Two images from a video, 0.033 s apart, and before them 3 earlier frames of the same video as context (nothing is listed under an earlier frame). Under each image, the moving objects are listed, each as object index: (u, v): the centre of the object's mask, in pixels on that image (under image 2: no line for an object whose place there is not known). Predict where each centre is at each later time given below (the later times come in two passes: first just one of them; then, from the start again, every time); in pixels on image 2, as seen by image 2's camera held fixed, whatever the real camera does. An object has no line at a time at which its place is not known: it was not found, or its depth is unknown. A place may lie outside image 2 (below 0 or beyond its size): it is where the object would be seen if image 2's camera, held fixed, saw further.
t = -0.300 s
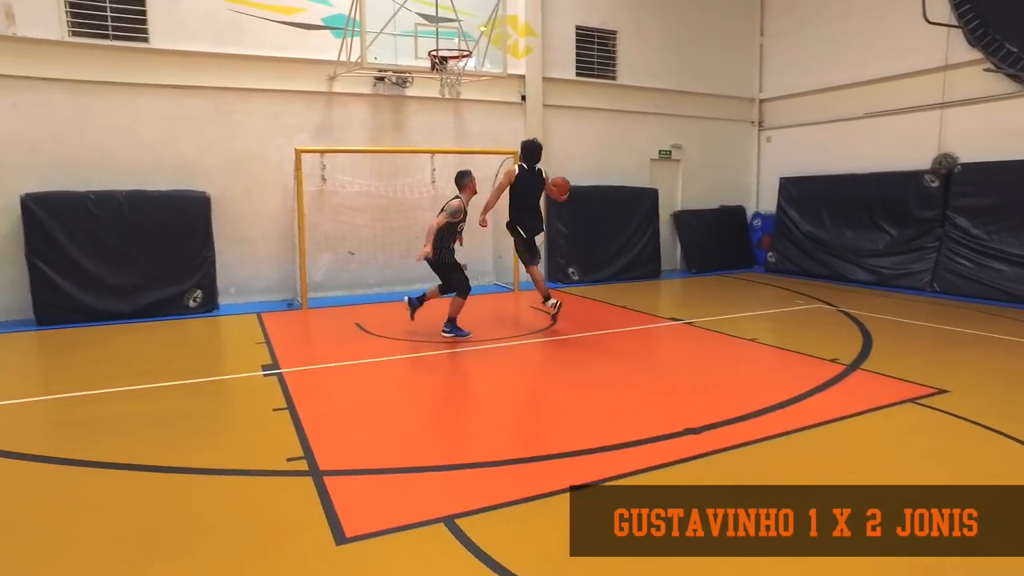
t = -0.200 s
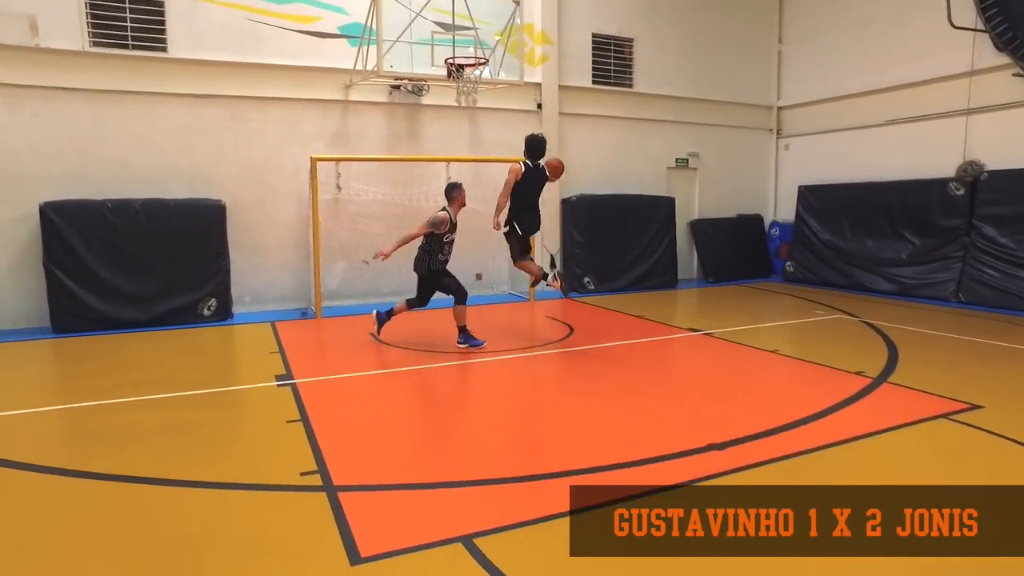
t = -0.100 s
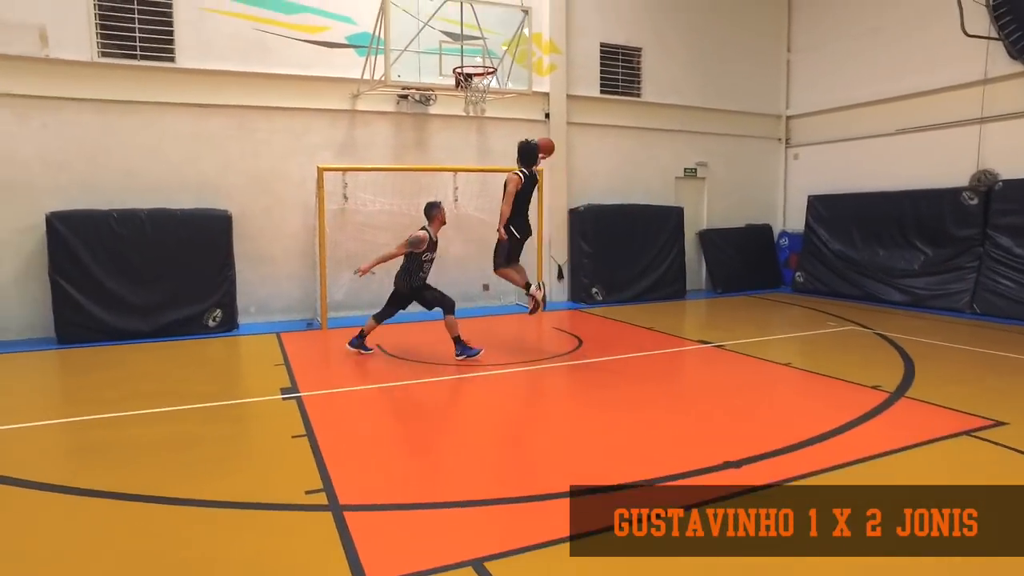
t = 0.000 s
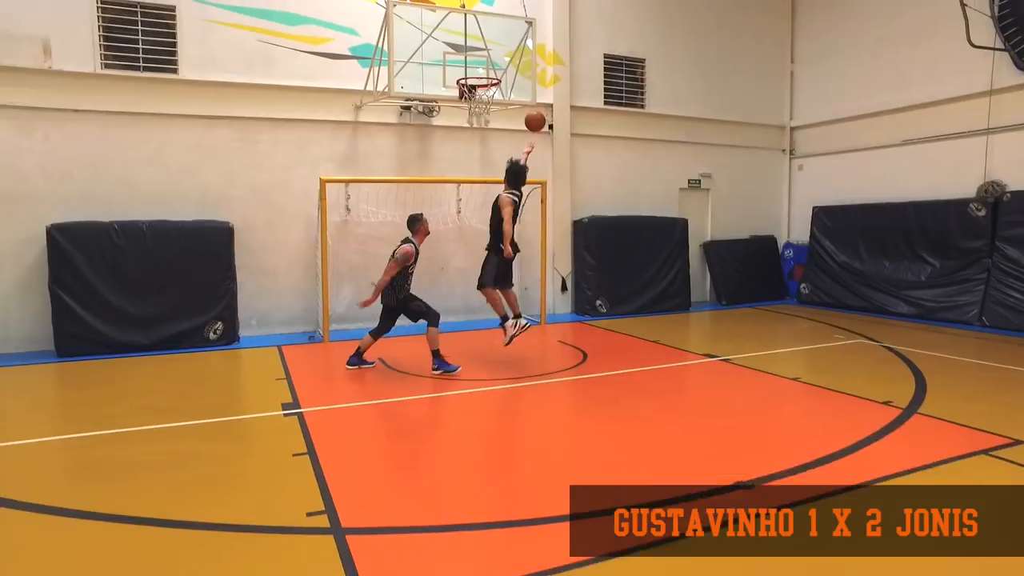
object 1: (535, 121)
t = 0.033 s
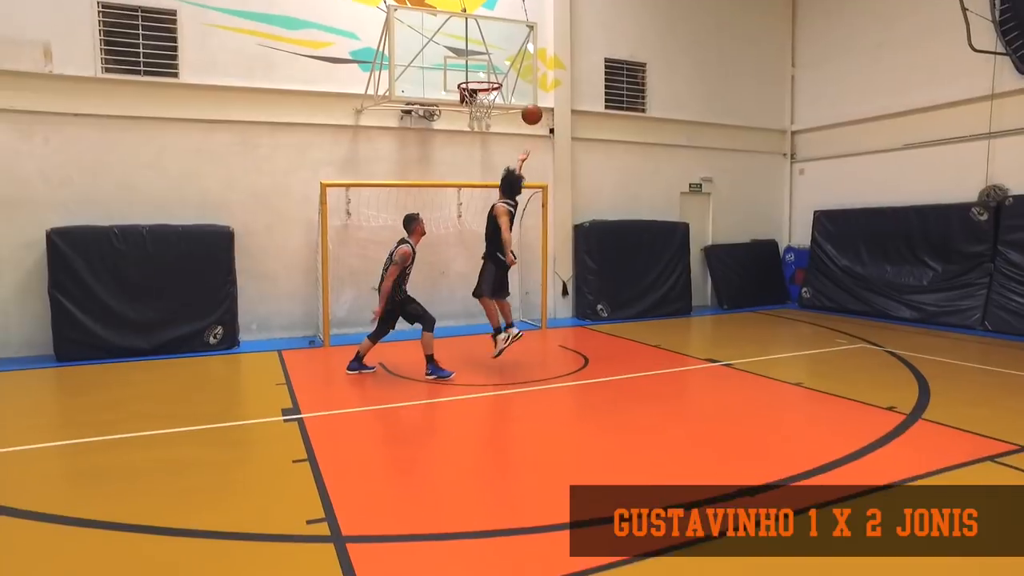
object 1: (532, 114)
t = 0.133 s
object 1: (519, 87)
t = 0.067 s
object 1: (528, 104)
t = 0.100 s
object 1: (523, 95)
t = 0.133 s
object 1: (519, 87)
